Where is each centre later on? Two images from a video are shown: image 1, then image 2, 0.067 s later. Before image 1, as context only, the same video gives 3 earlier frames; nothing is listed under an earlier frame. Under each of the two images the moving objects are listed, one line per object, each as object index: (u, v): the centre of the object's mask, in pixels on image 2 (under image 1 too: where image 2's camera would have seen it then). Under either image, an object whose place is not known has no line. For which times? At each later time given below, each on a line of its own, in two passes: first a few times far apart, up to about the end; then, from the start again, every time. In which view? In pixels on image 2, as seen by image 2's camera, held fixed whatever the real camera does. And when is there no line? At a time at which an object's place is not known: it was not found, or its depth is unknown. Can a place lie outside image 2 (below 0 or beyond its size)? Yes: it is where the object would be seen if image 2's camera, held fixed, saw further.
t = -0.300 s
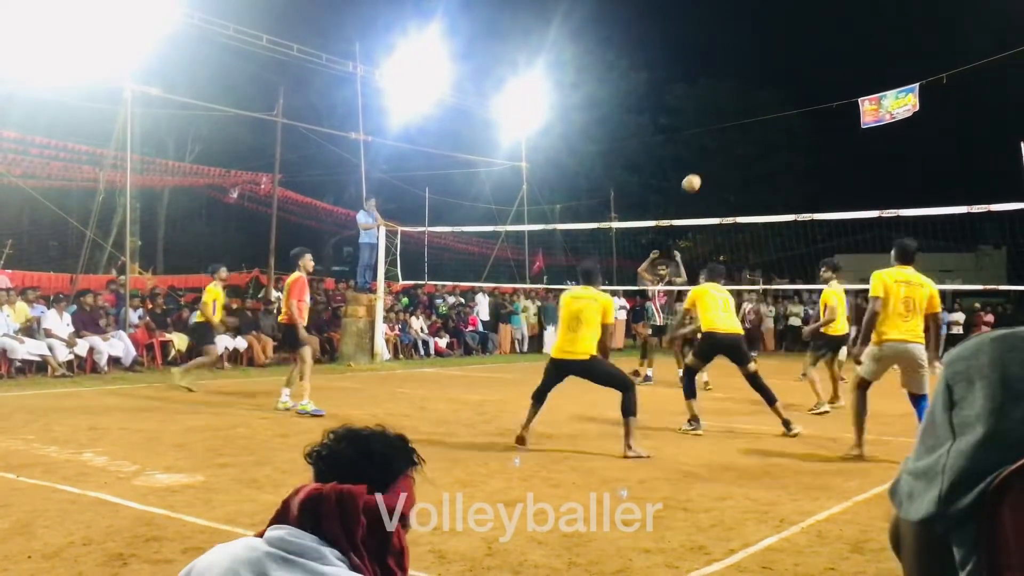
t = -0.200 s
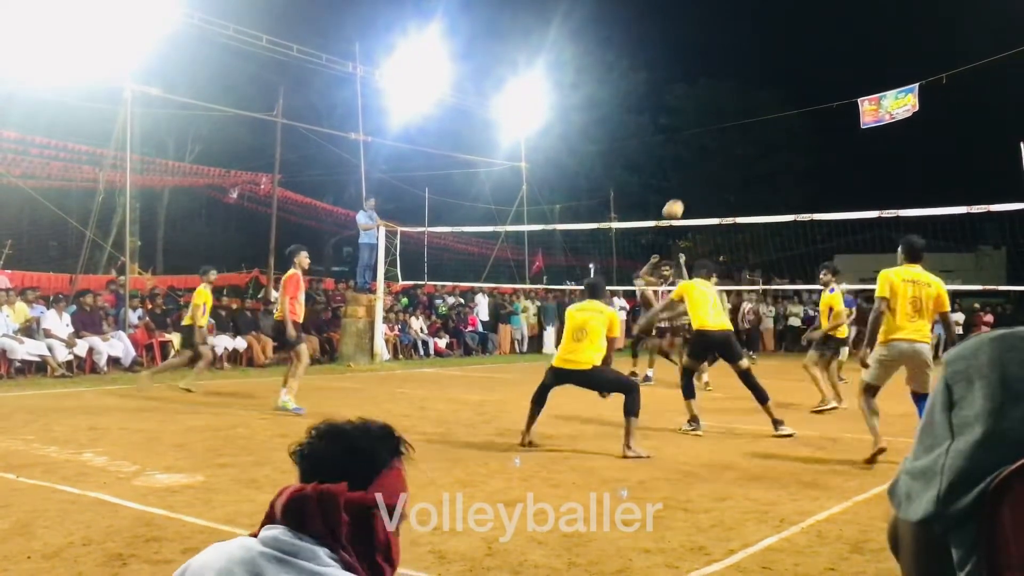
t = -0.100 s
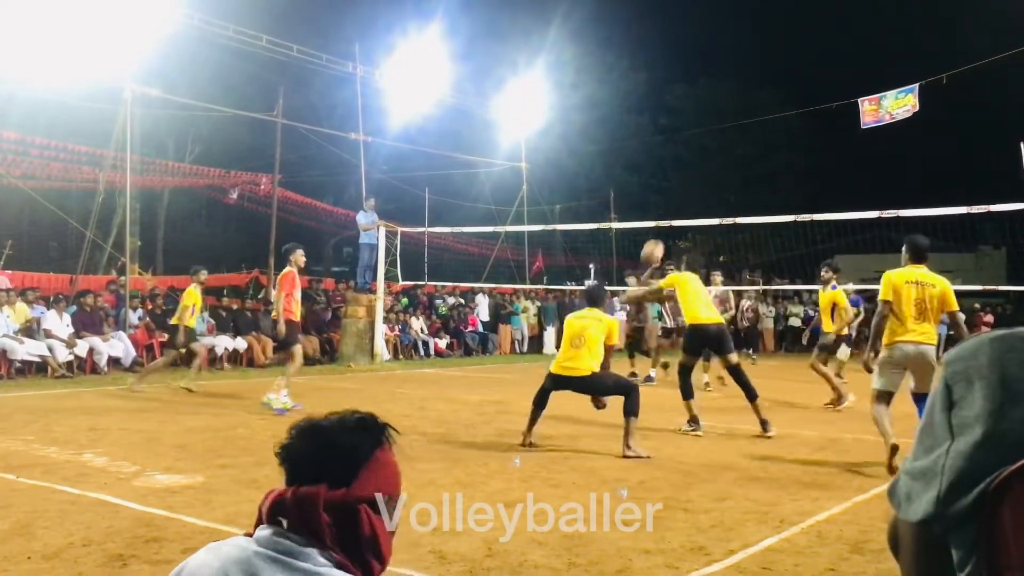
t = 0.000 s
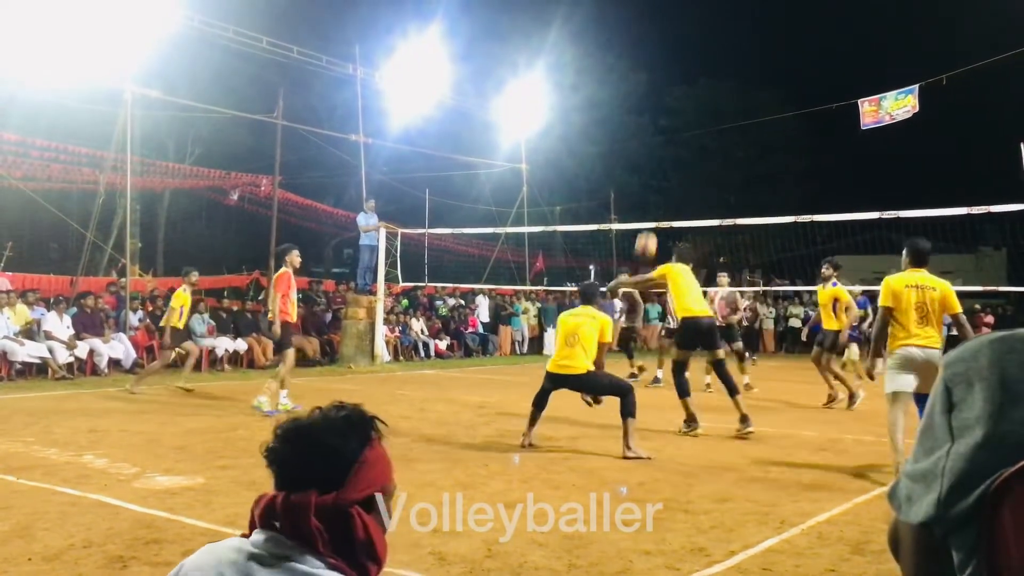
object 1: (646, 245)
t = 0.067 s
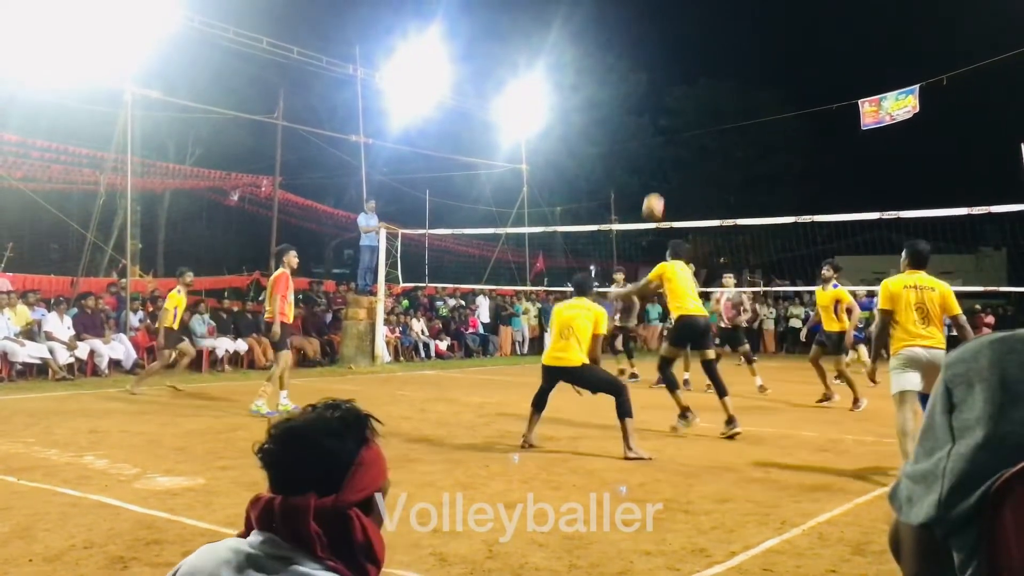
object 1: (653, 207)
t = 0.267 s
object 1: (672, 121)
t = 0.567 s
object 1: (696, 70)
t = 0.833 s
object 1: (714, 87)
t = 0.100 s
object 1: (657, 189)
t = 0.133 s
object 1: (660, 173)
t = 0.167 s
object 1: (663, 158)
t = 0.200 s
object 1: (666, 144)
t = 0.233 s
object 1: (669, 132)
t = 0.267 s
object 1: (672, 121)
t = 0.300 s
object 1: (675, 111)
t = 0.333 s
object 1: (678, 102)
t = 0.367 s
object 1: (681, 94)
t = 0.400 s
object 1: (684, 87)
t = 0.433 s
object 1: (686, 82)
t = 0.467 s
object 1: (689, 77)
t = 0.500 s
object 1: (691, 74)
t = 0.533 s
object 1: (694, 71)
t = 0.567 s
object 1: (696, 70)
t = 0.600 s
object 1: (699, 69)
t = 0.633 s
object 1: (701, 69)
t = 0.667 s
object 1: (703, 70)
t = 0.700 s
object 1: (705, 71)
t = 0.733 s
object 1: (708, 74)
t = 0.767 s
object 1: (710, 78)
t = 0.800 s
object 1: (712, 82)
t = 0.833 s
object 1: (714, 87)
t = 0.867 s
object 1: (716, 93)
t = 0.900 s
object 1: (718, 100)
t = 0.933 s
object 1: (719, 107)
